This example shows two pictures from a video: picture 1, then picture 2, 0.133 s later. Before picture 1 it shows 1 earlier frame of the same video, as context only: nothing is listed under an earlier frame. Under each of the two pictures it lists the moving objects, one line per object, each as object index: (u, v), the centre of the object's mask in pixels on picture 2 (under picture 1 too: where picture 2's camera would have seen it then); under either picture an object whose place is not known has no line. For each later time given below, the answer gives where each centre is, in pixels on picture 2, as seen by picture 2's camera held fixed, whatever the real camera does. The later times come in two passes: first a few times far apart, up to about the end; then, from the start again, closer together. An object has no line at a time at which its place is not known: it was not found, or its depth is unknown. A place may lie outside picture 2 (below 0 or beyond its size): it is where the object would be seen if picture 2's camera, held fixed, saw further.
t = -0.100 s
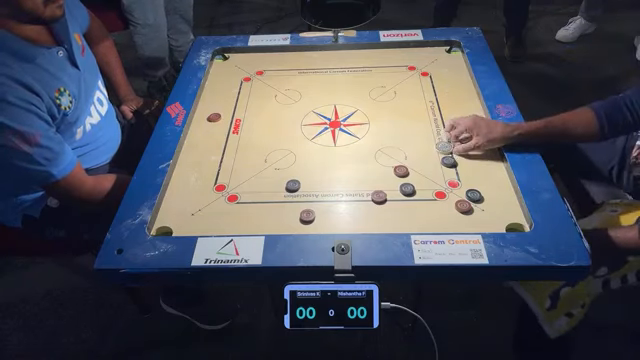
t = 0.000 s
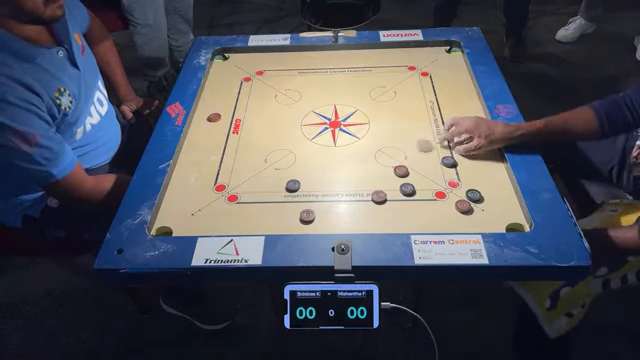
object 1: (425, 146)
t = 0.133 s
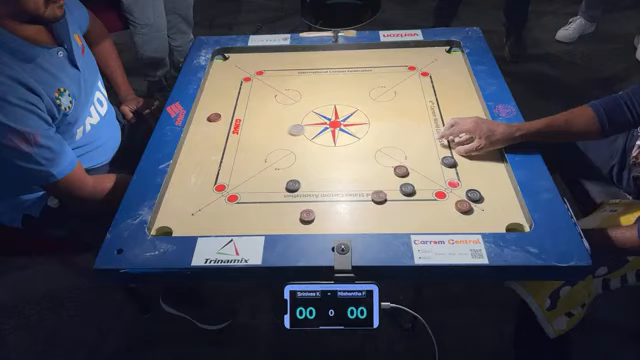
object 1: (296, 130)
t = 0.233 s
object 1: (221, 120)
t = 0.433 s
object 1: (211, 134)
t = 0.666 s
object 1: (230, 141)
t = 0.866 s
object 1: (232, 142)
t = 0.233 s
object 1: (221, 120)
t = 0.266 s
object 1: (209, 121)
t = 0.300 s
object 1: (201, 125)
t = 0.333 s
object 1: (198, 128)
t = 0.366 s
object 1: (203, 130)
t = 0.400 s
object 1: (207, 132)
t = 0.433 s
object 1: (211, 134)
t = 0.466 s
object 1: (214, 135)
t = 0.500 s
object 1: (218, 137)
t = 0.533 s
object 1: (221, 138)
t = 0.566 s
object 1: (223, 139)
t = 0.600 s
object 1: (226, 140)
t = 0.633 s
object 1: (227, 140)
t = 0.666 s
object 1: (230, 141)
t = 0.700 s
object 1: (231, 141)
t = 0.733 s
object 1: (232, 141)
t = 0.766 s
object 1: (232, 142)
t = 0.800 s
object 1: (232, 142)
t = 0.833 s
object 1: (232, 142)
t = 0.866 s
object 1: (232, 142)
